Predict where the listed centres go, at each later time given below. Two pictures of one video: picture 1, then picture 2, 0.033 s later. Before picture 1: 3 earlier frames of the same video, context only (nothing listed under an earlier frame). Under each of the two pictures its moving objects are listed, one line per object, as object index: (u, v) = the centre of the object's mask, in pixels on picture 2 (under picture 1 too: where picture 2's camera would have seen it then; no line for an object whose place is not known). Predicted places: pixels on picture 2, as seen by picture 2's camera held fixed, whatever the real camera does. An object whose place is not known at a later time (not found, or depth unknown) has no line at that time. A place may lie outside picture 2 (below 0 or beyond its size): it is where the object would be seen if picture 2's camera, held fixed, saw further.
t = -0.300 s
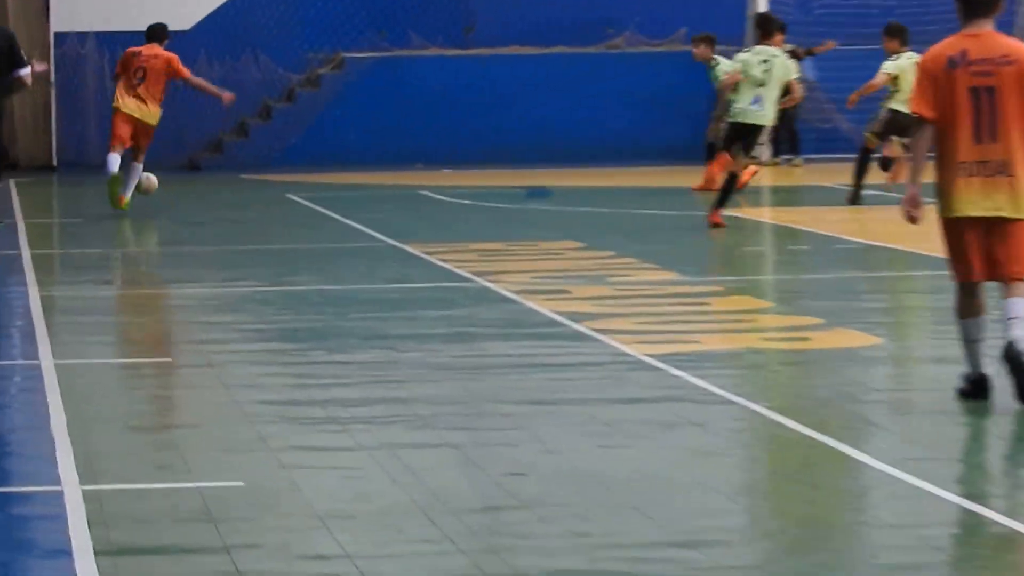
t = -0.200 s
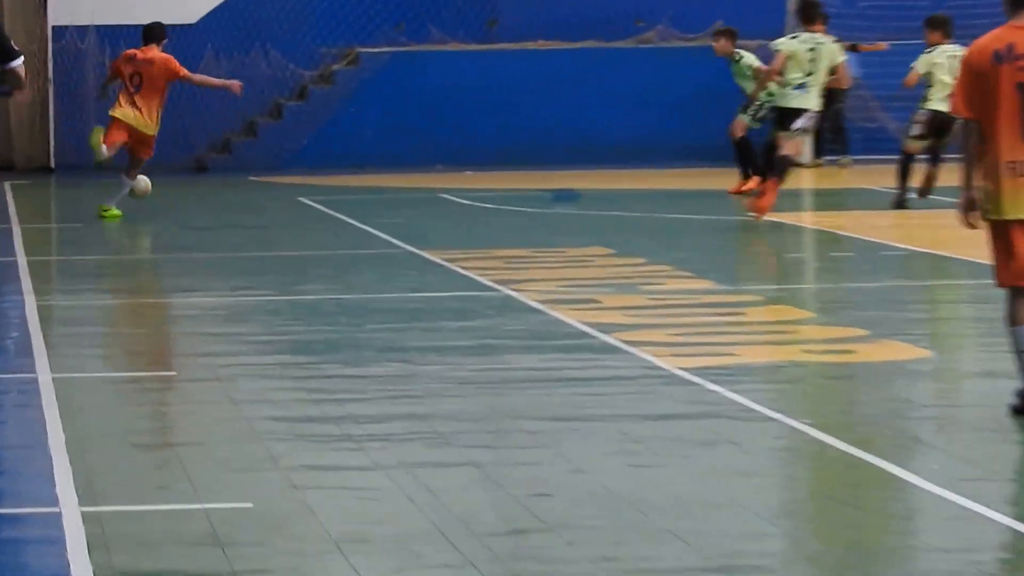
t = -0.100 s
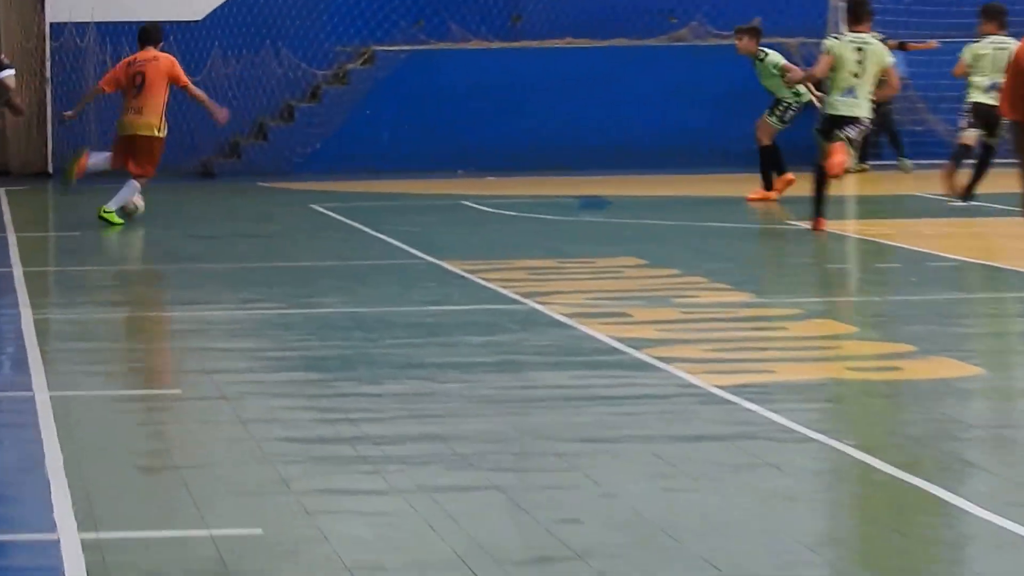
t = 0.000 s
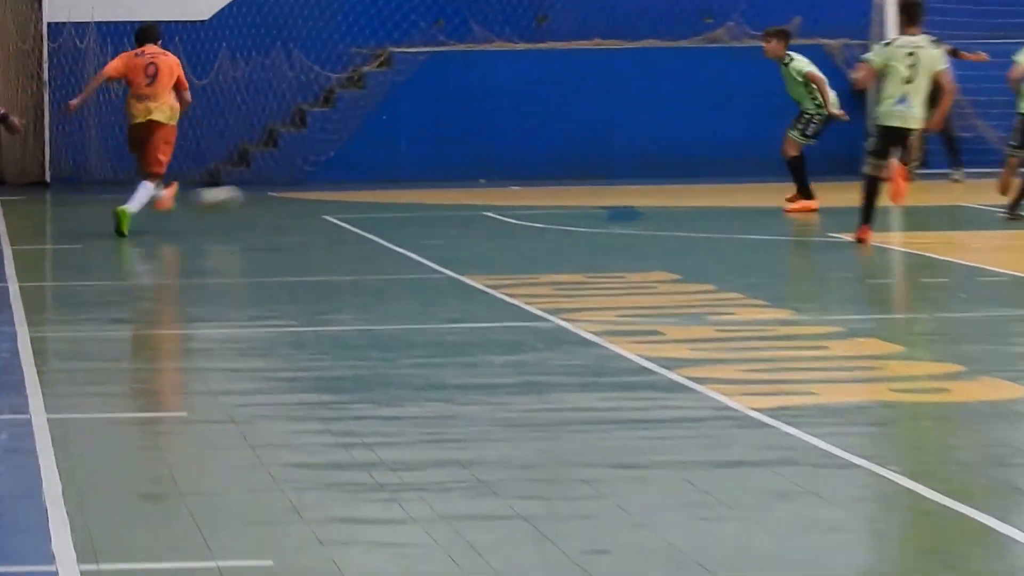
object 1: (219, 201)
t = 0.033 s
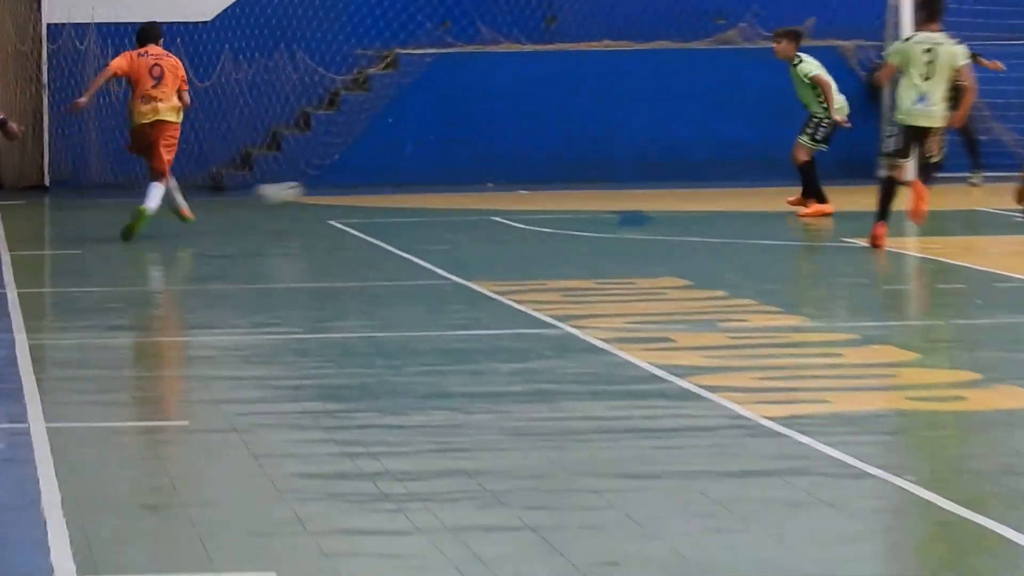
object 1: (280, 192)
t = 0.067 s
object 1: (343, 187)
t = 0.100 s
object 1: (404, 181)
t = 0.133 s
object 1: (466, 180)
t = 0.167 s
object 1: (523, 181)
